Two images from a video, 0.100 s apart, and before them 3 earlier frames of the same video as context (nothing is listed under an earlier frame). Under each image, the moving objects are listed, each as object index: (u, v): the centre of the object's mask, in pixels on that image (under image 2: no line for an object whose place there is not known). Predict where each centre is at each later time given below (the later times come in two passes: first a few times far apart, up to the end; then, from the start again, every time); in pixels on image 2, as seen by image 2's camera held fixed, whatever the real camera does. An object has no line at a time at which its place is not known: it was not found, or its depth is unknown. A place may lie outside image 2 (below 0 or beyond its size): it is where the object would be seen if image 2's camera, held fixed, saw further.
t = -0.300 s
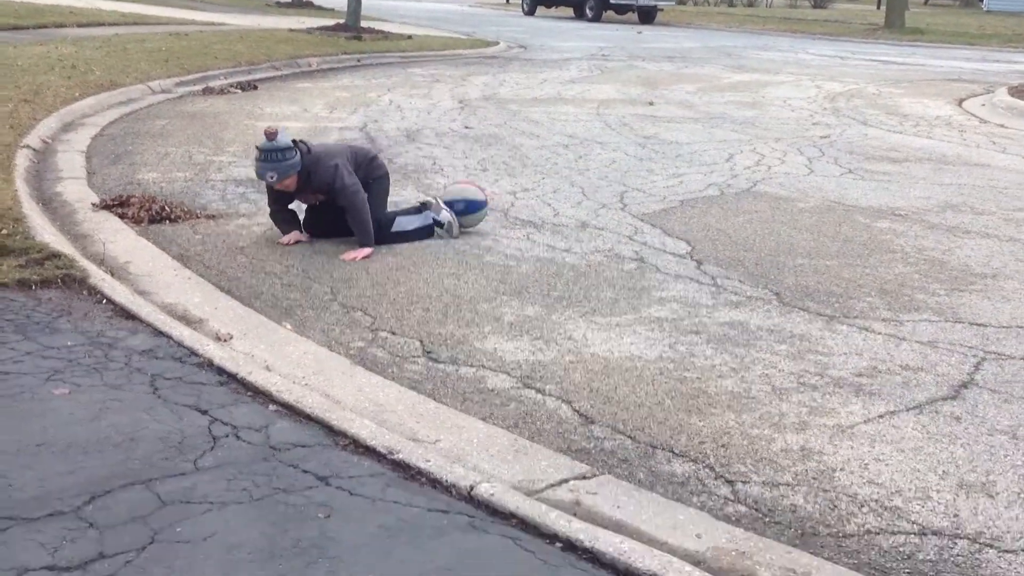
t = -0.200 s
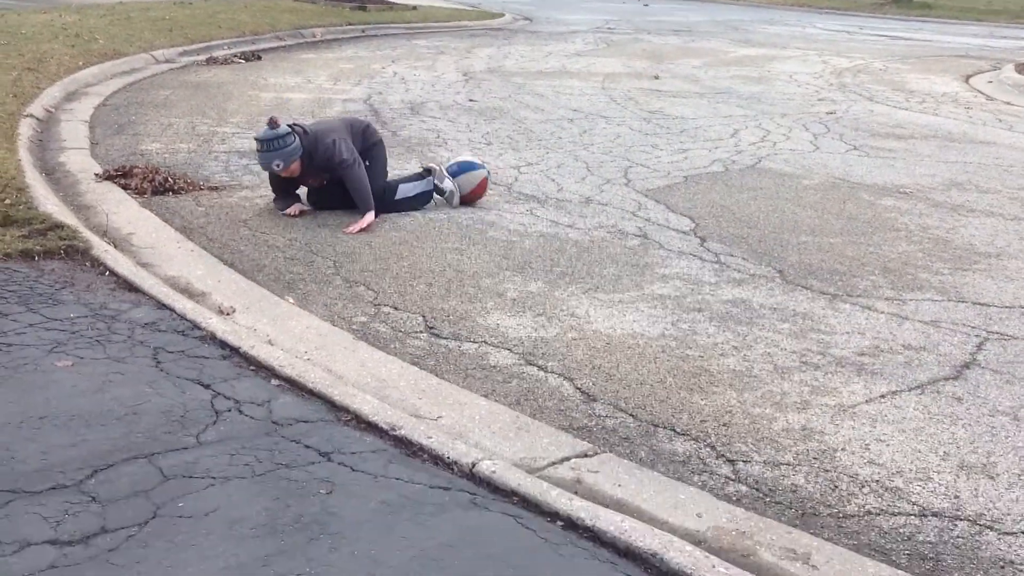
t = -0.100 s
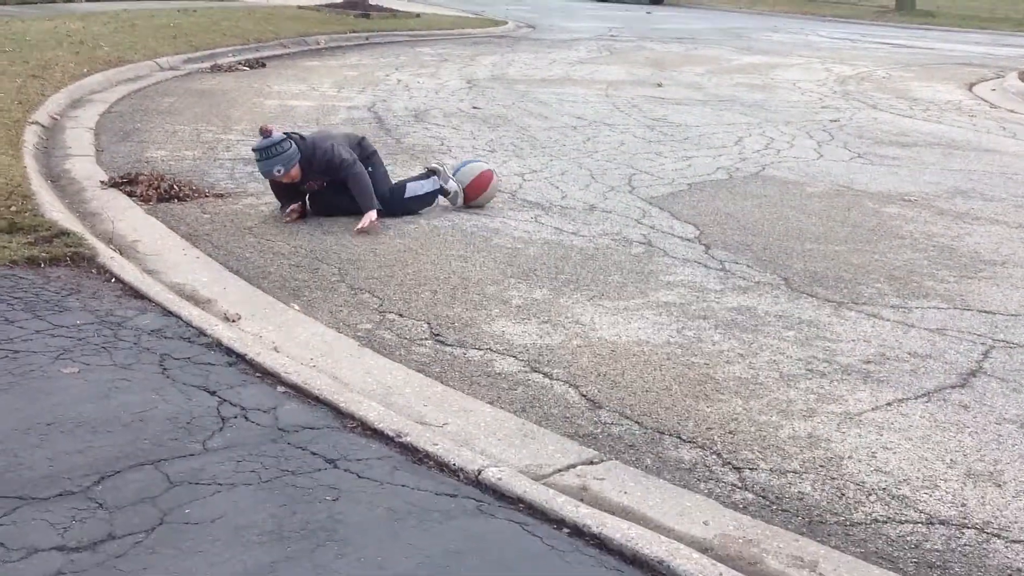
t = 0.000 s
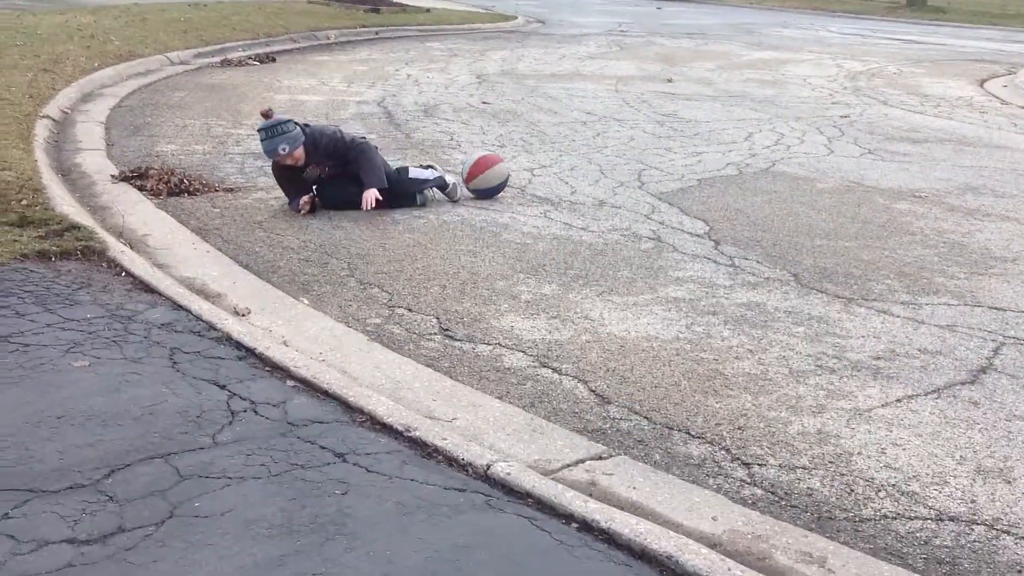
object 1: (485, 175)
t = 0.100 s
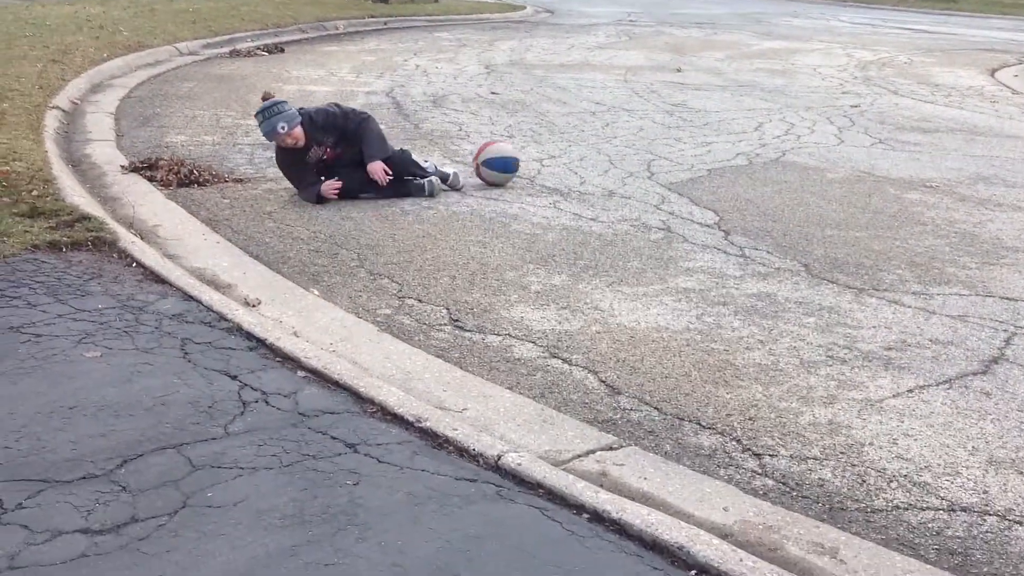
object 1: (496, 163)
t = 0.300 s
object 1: (498, 157)
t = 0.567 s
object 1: (499, 150)
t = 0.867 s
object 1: (500, 142)
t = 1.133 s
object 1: (499, 135)
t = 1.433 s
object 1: (496, 128)
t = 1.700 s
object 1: (492, 122)
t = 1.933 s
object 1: (486, 117)
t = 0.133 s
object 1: (496, 162)
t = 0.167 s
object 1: (497, 161)
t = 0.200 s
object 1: (497, 160)
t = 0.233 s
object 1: (498, 159)
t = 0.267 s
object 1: (498, 158)
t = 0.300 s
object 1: (498, 157)
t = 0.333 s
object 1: (498, 156)
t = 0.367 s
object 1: (498, 155)
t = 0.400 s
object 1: (498, 153)
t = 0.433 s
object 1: (498, 153)
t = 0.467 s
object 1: (498, 152)
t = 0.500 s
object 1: (498, 152)
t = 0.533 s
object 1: (499, 151)
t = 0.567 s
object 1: (499, 150)
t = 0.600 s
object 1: (499, 149)
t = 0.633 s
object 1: (500, 148)
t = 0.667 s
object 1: (499, 147)
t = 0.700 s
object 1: (500, 146)
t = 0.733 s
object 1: (500, 145)
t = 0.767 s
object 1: (500, 144)
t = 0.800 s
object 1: (500, 145)
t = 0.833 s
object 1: (500, 143)
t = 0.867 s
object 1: (500, 142)
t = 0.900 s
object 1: (500, 141)
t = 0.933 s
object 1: (500, 140)
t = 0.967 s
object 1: (500, 140)
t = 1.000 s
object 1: (500, 138)
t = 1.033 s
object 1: (500, 138)
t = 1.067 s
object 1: (499, 137)
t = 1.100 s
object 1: (499, 136)
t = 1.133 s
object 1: (499, 135)
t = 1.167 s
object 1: (498, 134)
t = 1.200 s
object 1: (498, 134)
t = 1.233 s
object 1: (497, 133)
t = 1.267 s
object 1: (497, 132)
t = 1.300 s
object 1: (497, 131)
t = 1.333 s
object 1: (496, 130)
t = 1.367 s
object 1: (496, 130)
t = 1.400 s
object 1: (496, 129)
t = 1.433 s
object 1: (496, 128)
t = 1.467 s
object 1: (495, 127)
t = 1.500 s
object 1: (495, 126)
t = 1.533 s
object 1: (495, 126)
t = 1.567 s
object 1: (494, 126)
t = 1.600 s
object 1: (494, 125)
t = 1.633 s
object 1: (493, 124)
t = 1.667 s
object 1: (492, 123)
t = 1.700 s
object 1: (492, 122)
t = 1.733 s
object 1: (491, 122)
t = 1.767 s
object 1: (491, 121)
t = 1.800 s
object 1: (490, 120)
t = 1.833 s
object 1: (488, 120)
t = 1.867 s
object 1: (488, 119)
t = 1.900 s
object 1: (487, 118)
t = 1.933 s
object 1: (486, 117)
